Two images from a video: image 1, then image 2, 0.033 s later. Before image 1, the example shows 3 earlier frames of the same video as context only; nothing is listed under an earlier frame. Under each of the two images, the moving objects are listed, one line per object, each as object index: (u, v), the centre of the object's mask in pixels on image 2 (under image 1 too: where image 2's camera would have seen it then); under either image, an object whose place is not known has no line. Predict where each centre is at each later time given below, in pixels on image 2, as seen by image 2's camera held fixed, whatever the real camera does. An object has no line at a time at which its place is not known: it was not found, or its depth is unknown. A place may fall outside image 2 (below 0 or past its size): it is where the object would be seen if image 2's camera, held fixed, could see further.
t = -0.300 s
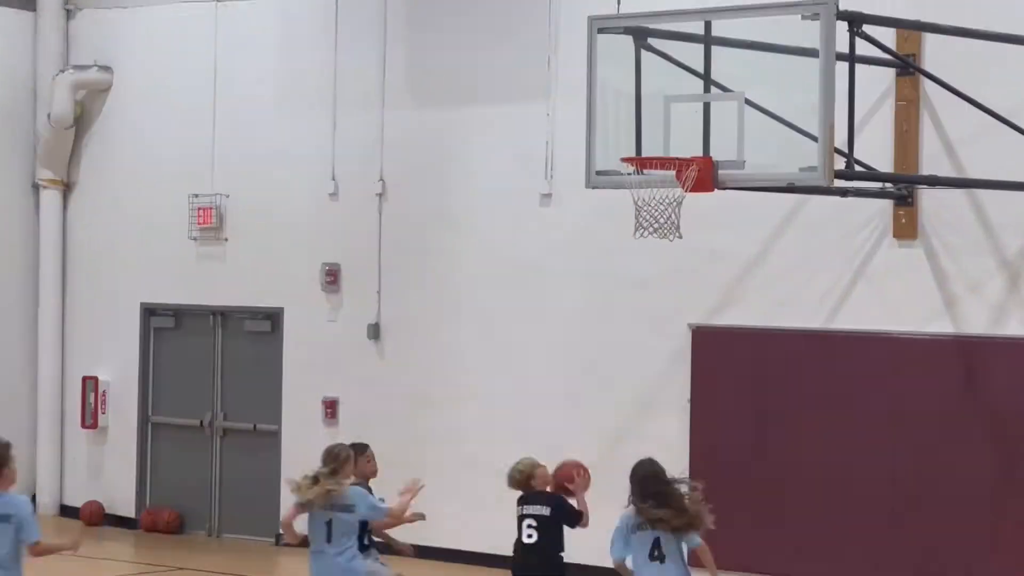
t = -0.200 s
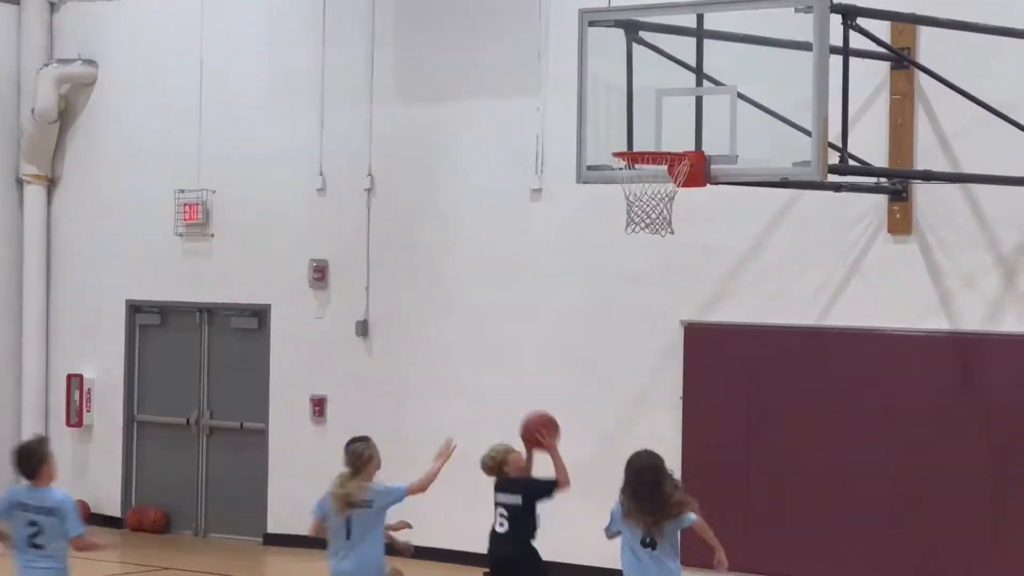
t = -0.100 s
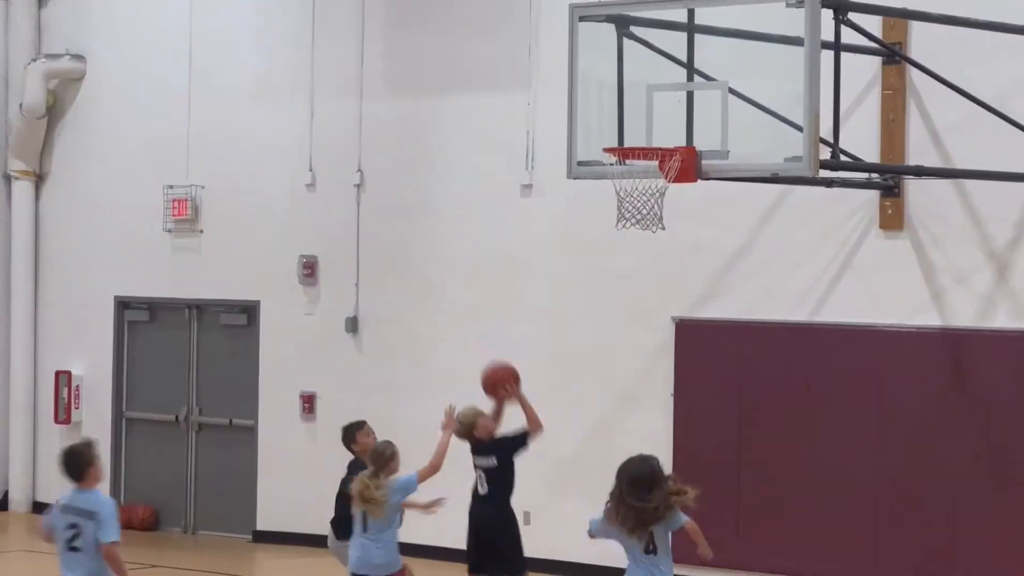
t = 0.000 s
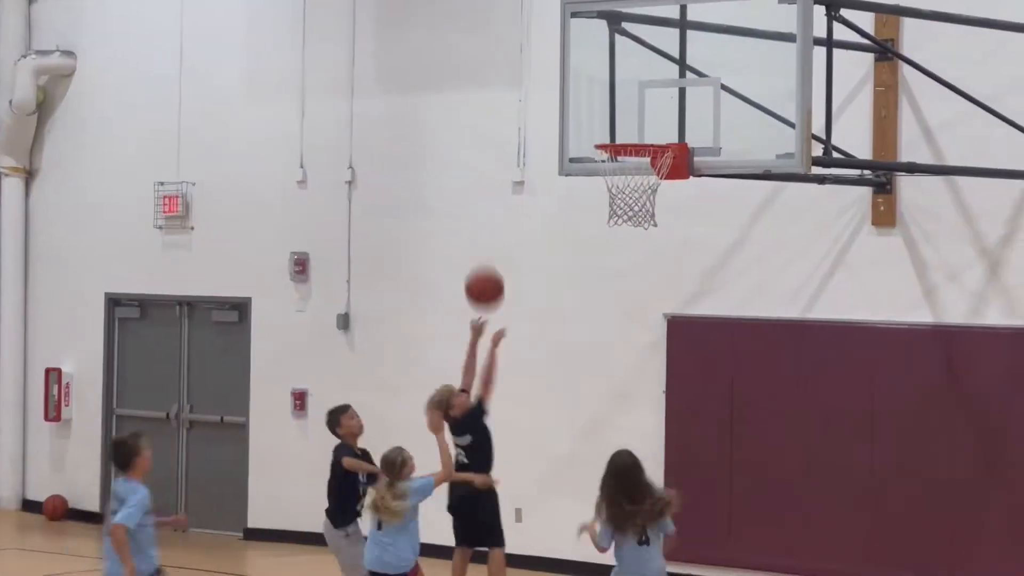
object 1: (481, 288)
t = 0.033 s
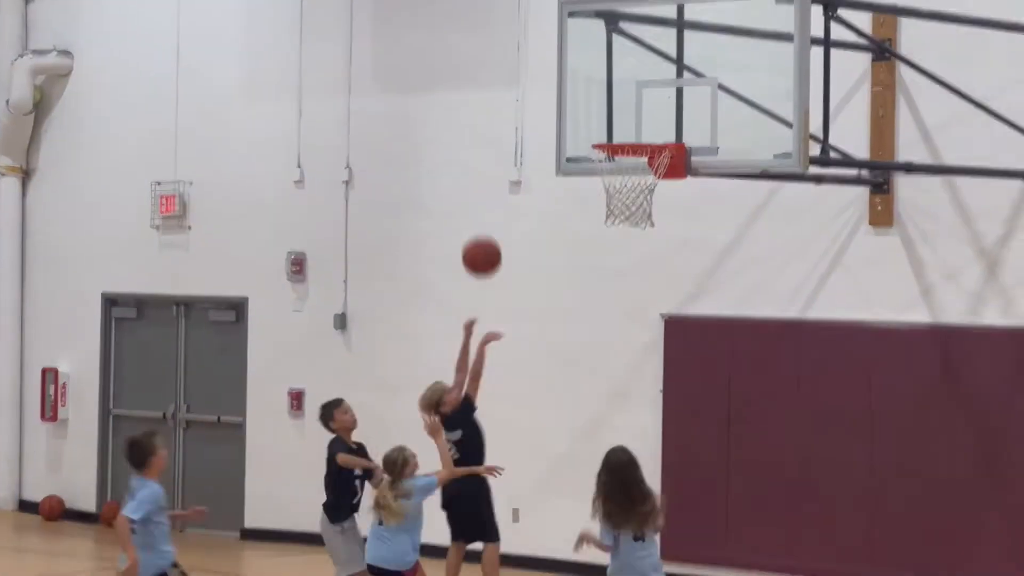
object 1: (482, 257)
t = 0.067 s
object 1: (482, 227)
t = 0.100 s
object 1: (482, 199)
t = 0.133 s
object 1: (483, 172)
